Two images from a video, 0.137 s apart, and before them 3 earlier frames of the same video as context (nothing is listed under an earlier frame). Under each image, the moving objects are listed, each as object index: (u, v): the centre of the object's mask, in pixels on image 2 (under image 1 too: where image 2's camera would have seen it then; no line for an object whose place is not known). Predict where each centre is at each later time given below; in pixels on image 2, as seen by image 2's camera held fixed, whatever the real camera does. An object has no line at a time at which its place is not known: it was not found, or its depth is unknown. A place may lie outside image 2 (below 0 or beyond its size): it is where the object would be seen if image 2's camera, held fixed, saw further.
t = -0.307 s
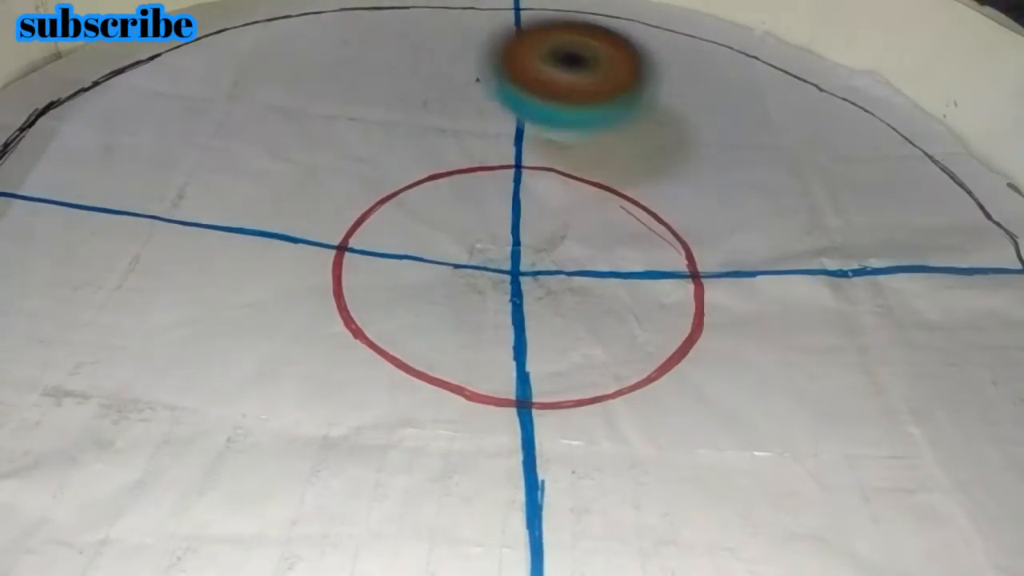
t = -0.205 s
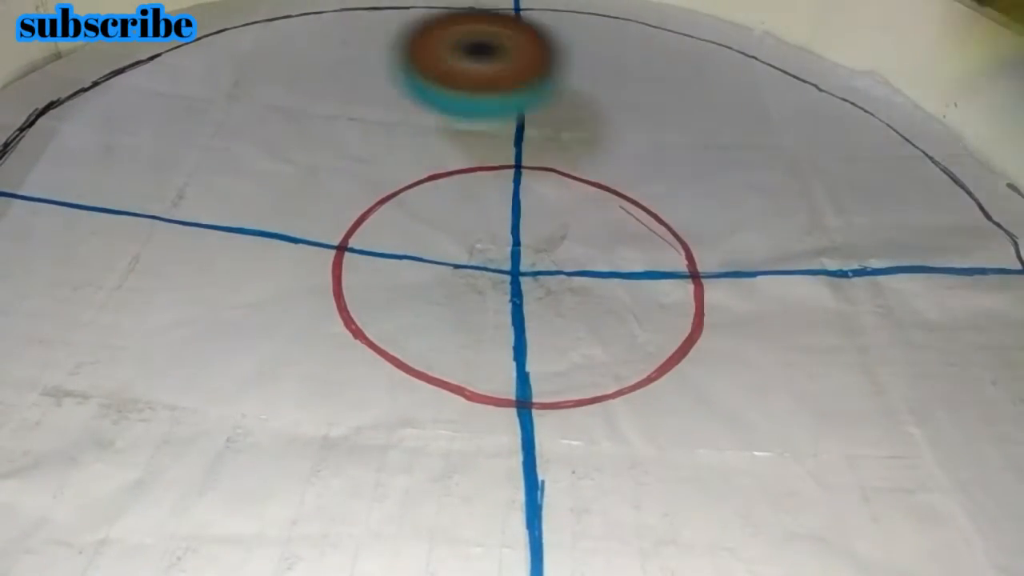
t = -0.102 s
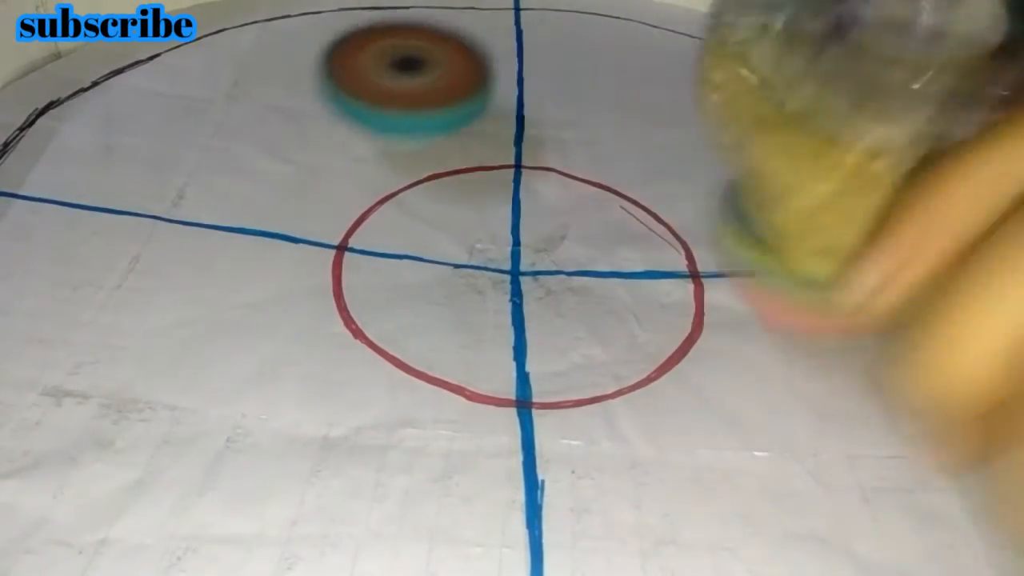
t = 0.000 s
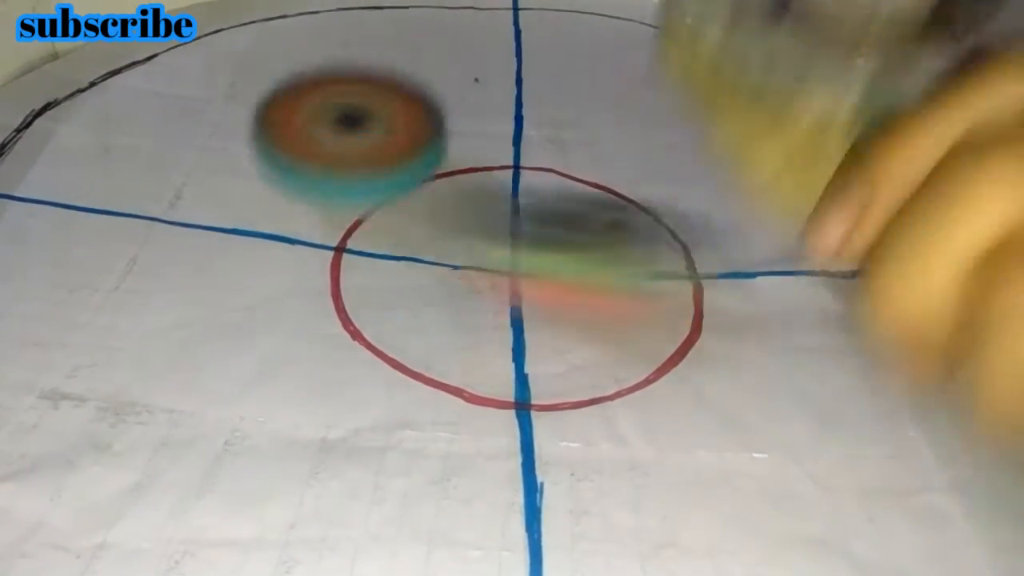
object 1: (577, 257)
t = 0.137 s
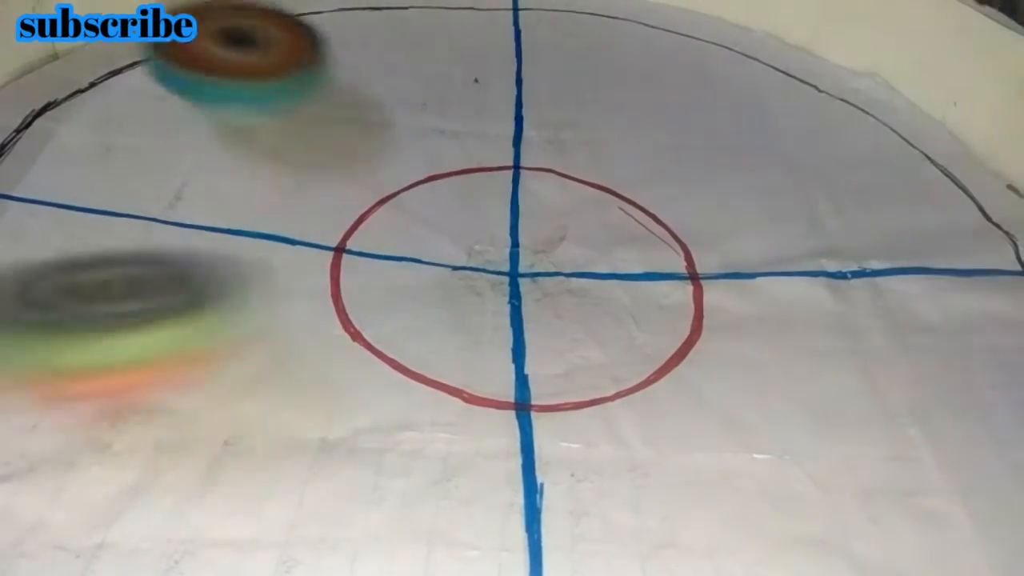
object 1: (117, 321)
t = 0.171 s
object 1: (61, 325)
